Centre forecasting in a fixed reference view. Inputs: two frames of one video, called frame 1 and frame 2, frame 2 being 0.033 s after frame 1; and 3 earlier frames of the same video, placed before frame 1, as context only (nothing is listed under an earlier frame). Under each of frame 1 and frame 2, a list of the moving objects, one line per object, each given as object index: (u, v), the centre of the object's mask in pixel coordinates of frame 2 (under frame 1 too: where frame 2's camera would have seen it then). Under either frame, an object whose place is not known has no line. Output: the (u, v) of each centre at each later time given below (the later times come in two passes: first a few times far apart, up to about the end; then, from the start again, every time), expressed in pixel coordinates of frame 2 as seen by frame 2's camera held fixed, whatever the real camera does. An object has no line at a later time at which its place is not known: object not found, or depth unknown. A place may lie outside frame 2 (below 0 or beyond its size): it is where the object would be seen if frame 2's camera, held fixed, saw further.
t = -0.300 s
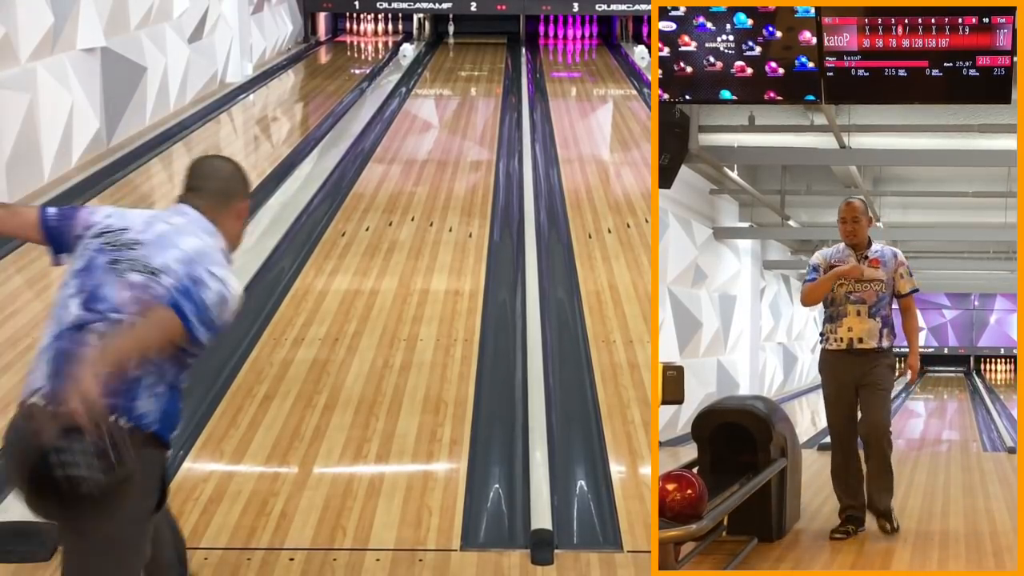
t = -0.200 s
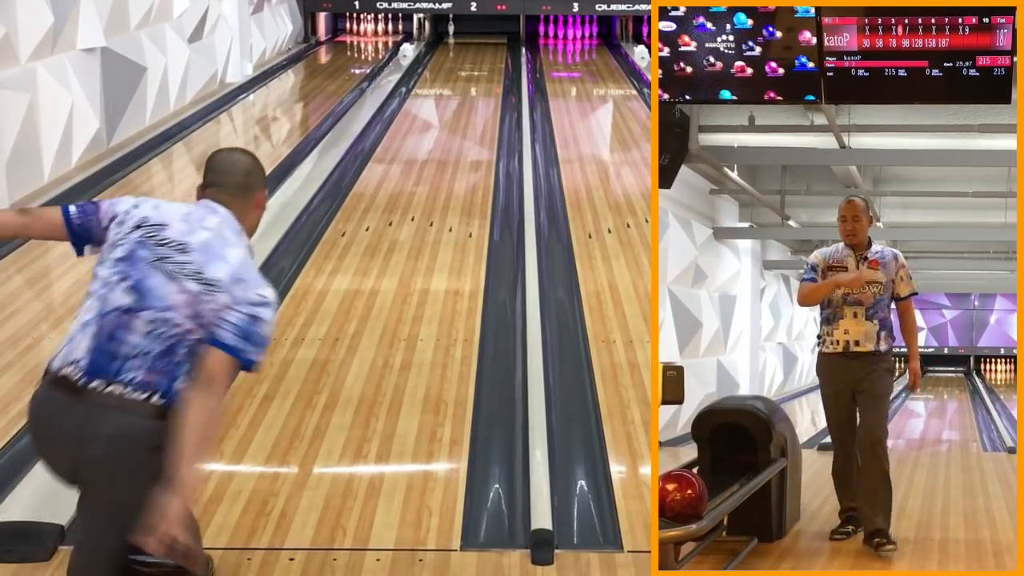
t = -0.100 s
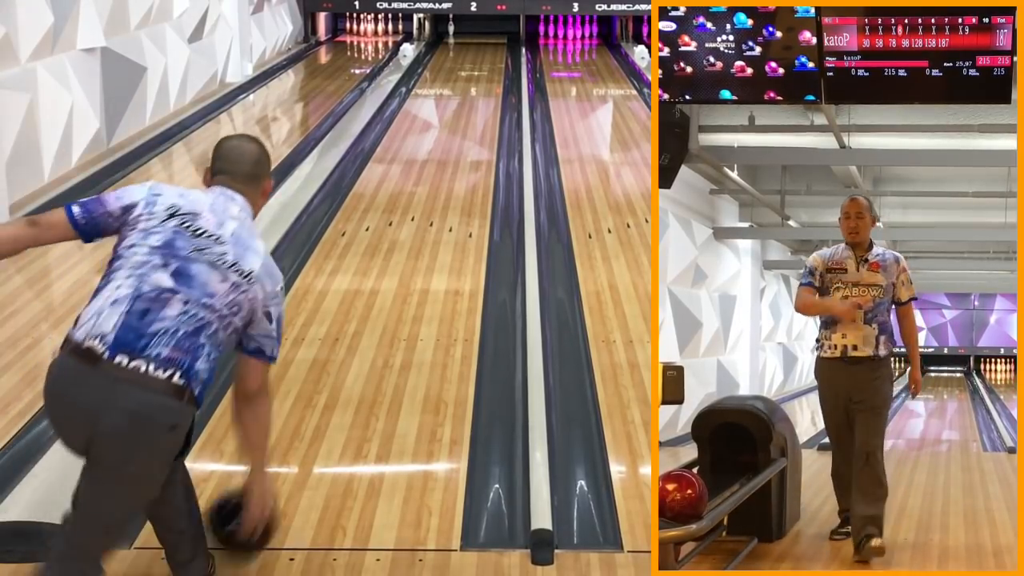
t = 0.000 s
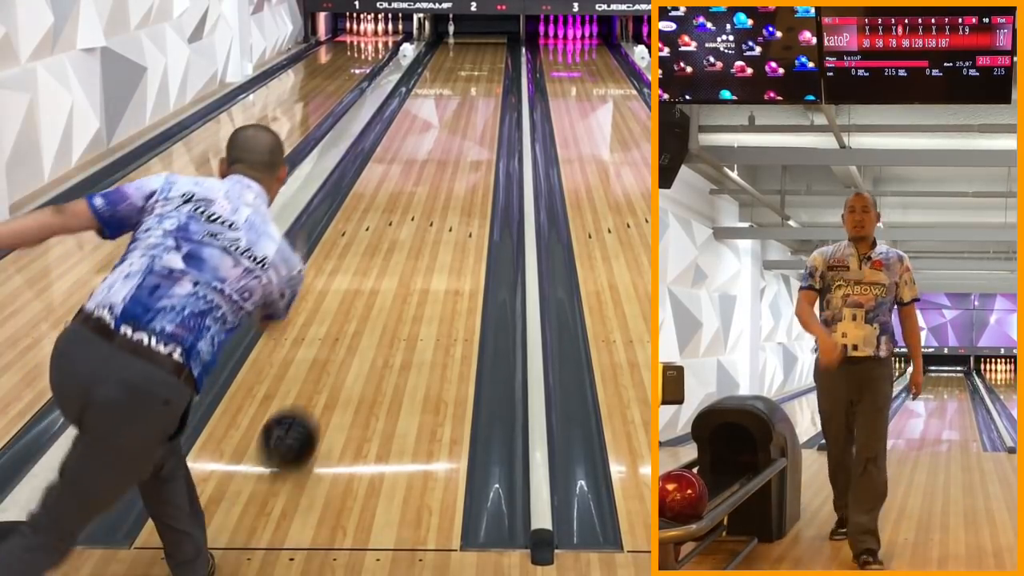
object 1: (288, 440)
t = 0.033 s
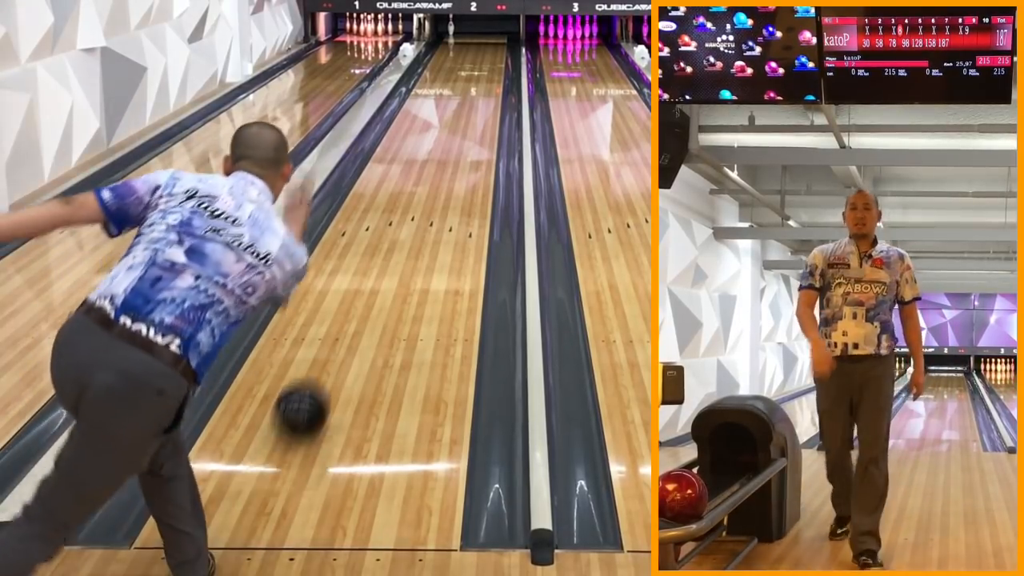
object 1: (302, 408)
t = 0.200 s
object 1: (347, 305)
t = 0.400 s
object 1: (380, 225)
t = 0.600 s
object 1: (401, 174)
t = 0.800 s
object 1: (416, 137)
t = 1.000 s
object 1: (427, 109)
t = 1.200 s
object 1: (435, 89)
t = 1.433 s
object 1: (442, 69)
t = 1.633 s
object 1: (446, 56)
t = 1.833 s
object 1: (448, 45)
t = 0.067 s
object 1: (312, 383)
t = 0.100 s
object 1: (322, 362)
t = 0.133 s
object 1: (331, 341)
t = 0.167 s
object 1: (339, 323)
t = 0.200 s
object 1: (347, 305)
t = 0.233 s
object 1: (353, 289)
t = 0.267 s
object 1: (360, 274)
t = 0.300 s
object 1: (365, 261)
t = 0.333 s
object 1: (370, 248)
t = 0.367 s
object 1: (375, 236)
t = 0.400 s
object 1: (380, 225)
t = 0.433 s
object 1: (384, 216)
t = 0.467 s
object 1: (388, 206)
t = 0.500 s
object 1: (391, 197)
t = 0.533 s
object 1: (395, 189)
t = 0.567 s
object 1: (398, 181)
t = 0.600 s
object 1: (401, 174)
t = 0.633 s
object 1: (404, 167)
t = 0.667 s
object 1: (407, 160)
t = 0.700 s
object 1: (409, 154)
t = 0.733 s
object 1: (412, 148)
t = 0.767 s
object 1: (414, 142)
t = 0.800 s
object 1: (416, 137)
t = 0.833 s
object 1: (418, 132)
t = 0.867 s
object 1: (420, 127)
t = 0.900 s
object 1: (422, 122)
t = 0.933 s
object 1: (424, 118)
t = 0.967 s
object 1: (425, 114)
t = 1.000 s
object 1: (427, 109)
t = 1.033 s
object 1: (428, 106)
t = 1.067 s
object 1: (430, 102)
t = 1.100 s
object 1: (431, 98)
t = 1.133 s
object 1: (432, 95)
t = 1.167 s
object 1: (434, 92)
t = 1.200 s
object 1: (435, 89)
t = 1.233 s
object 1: (436, 86)
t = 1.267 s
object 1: (437, 83)
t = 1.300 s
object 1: (438, 80)
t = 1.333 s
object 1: (439, 77)
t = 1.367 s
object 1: (440, 75)
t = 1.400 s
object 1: (441, 72)
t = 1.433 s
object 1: (442, 69)
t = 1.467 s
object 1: (443, 67)
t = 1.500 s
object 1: (444, 65)
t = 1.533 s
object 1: (444, 63)
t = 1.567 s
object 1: (445, 60)
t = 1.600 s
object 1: (446, 58)
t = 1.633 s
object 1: (446, 56)
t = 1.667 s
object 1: (447, 54)
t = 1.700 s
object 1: (447, 52)
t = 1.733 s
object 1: (447, 50)
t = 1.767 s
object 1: (448, 48)
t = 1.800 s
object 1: (448, 46)
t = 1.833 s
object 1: (448, 45)
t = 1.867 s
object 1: (448, 44)
